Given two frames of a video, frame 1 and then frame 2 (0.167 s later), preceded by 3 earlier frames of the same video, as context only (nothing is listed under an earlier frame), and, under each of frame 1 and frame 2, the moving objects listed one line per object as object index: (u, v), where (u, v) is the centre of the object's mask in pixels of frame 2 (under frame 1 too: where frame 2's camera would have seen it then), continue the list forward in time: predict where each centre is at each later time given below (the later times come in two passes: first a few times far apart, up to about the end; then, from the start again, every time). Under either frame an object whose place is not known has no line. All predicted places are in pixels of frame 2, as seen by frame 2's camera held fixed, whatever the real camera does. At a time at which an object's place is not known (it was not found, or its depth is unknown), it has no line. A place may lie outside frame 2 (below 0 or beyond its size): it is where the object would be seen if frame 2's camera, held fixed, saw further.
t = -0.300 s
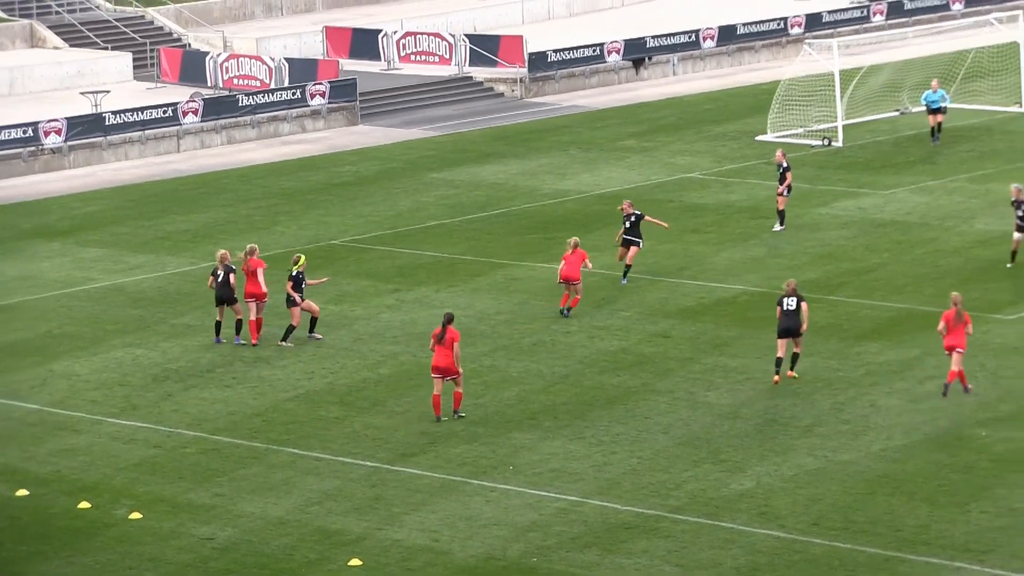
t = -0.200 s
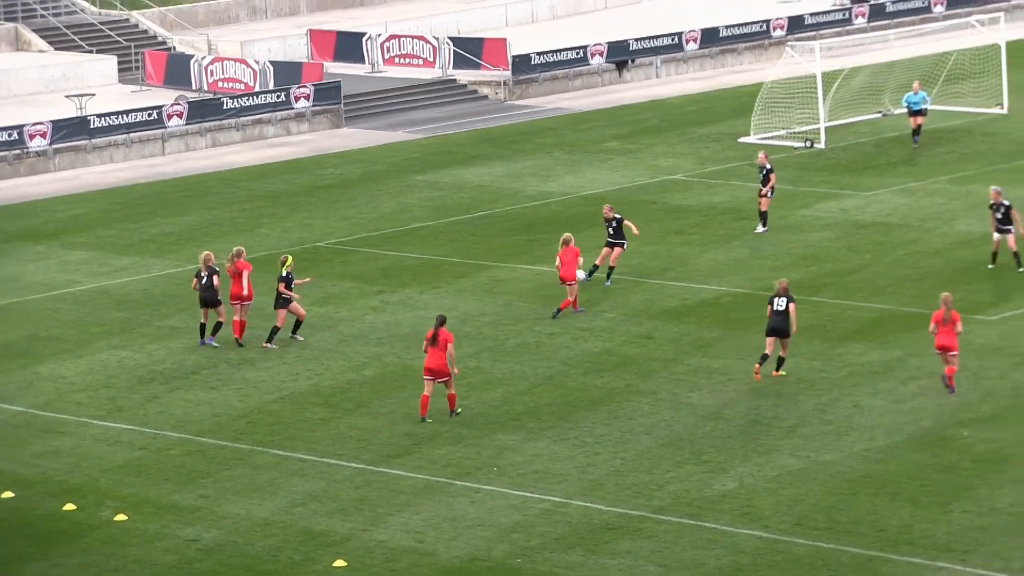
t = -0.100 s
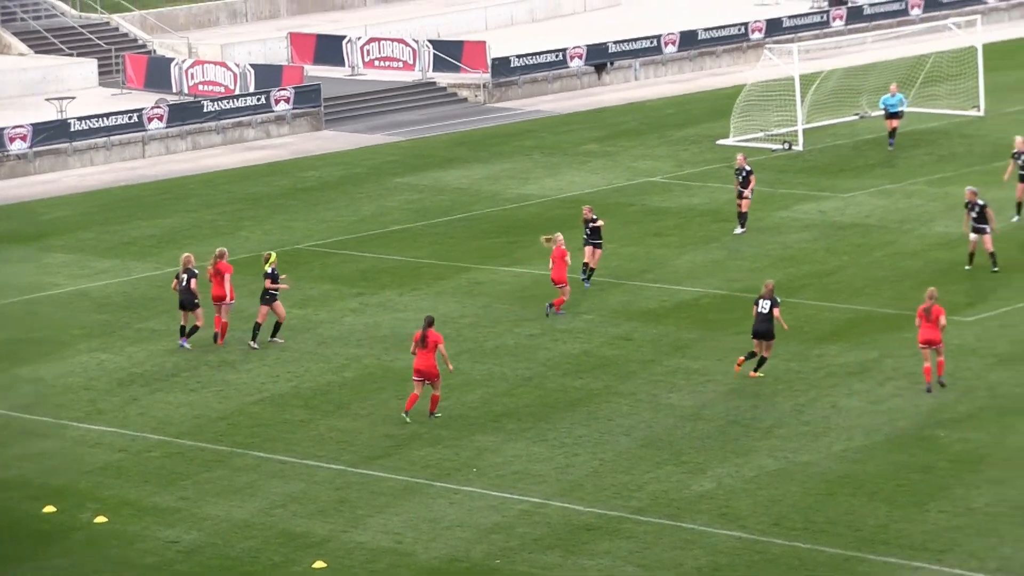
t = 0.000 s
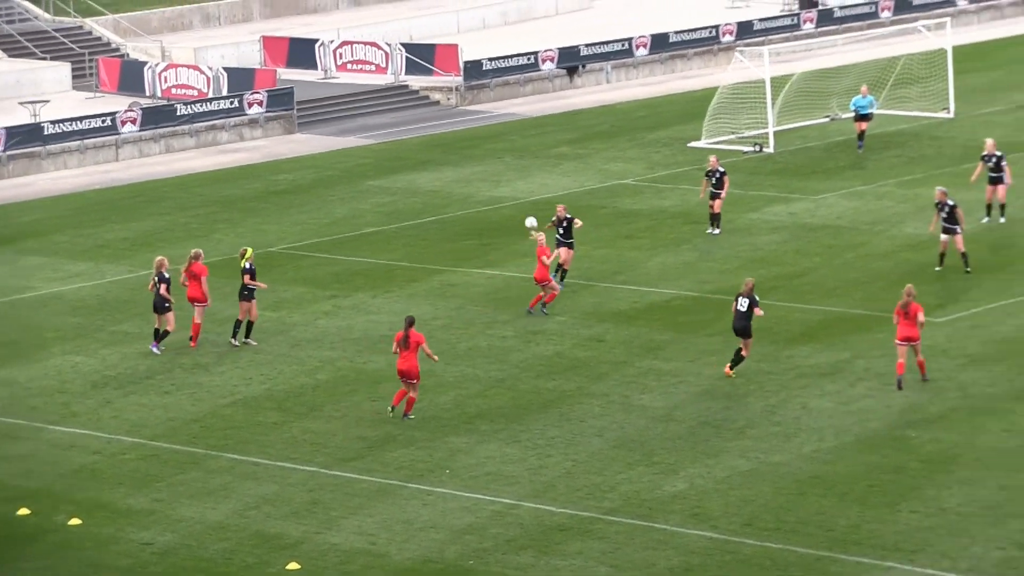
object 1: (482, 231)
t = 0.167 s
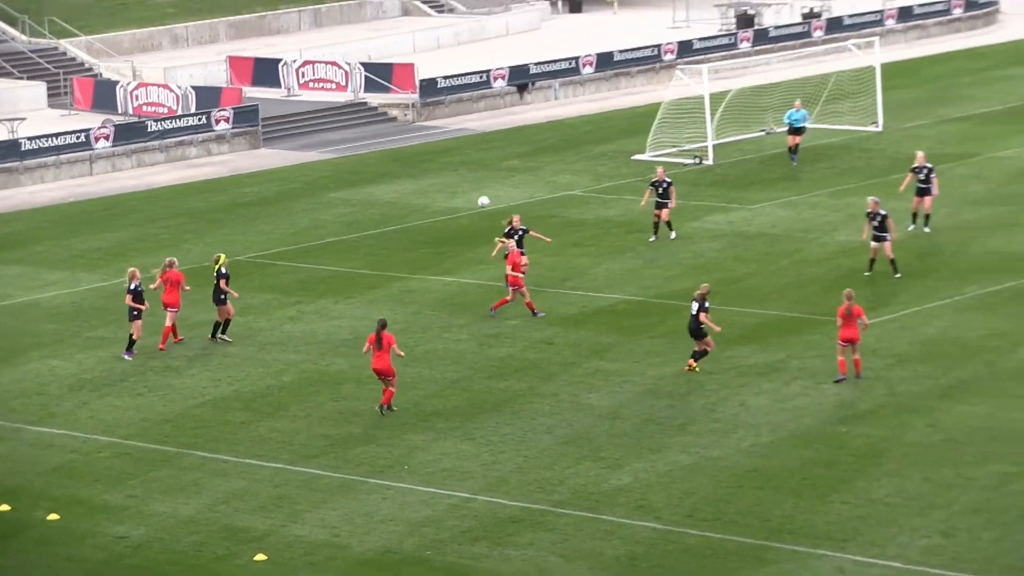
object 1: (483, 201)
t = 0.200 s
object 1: (484, 198)
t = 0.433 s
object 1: (487, 181)
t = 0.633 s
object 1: (483, 187)
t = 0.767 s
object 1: (481, 201)
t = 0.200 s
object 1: (484, 198)
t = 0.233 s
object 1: (485, 194)
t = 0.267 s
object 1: (486, 191)
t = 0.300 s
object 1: (486, 188)
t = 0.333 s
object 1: (487, 186)
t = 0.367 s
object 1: (488, 184)
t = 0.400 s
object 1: (487, 183)
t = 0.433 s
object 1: (487, 181)
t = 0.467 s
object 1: (487, 181)
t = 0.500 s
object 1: (486, 181)
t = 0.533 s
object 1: (485, 181)
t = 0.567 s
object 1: (484, 183)
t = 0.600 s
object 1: (484, 184)
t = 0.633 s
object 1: (483, 187)
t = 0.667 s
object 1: (483, 189)
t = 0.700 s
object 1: (482, 192)
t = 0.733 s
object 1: (482, 197)
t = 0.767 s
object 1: (481, 201)
